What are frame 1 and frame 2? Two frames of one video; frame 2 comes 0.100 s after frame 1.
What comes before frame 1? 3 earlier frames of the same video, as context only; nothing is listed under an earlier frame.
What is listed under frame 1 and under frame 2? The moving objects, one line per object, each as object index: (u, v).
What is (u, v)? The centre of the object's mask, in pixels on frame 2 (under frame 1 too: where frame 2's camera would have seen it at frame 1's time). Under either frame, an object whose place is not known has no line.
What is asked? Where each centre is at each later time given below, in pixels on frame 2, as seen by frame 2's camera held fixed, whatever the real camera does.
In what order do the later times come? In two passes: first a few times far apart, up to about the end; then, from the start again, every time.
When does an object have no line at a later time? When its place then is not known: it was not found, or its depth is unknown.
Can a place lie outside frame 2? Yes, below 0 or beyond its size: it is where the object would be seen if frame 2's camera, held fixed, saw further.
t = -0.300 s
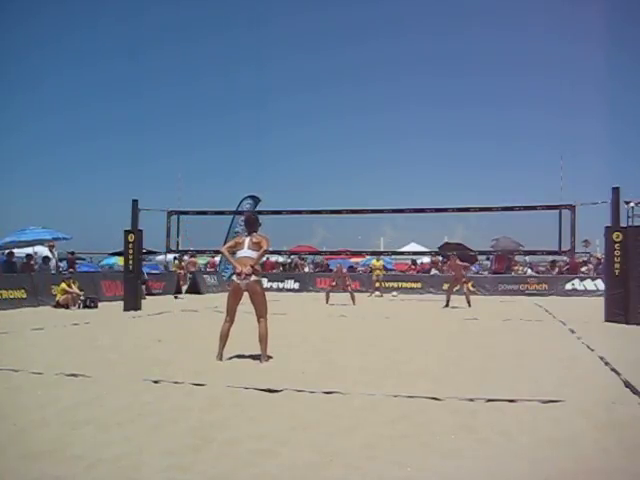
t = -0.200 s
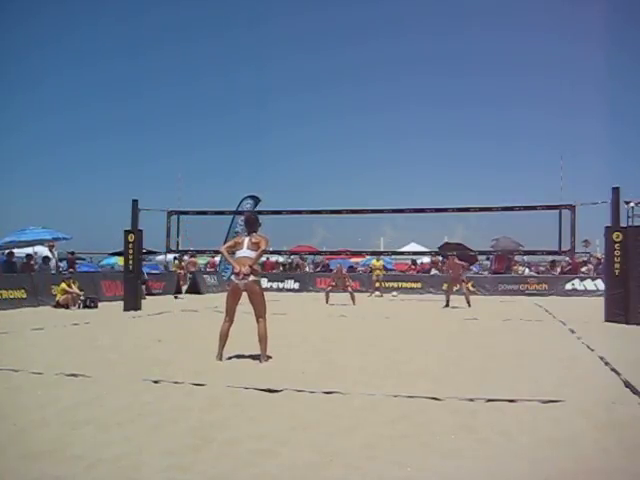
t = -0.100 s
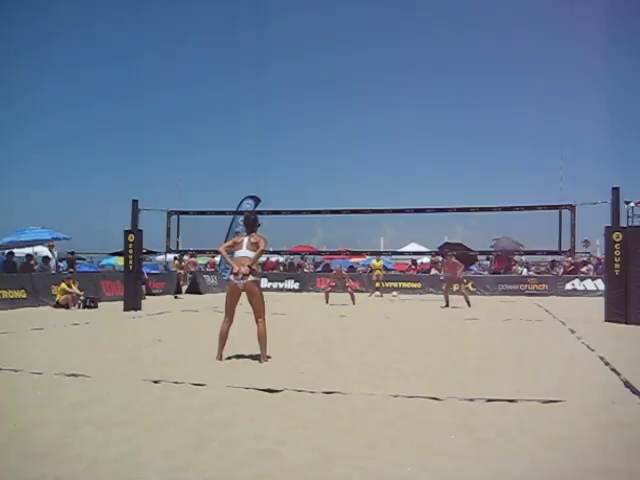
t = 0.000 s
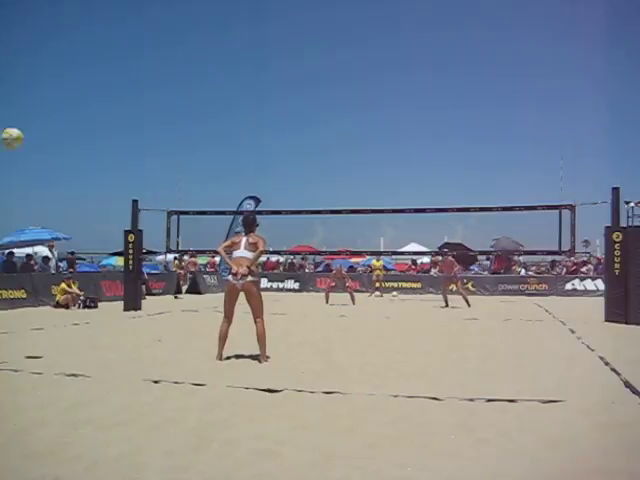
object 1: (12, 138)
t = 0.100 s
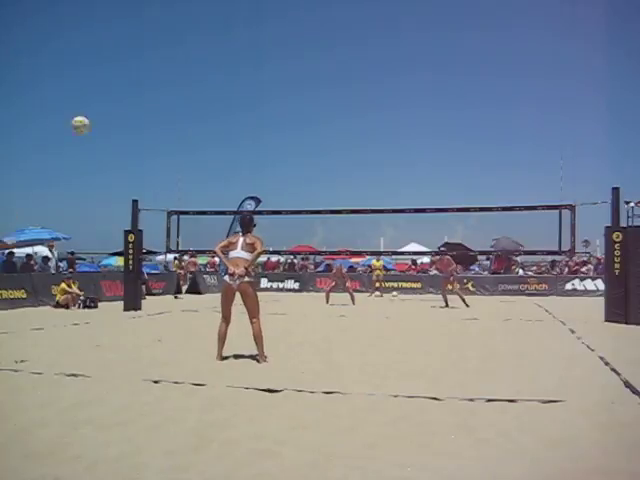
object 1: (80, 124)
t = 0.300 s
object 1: (165, 123)
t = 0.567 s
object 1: (226, 153)
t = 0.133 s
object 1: (98, 122)
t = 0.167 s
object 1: (114, 121)
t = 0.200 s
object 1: (129, 120)
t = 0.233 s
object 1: (141, 120)
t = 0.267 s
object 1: (153, 121)
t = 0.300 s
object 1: (165, 123)
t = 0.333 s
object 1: (175, 125)
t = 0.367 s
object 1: (184, 129)
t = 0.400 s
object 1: (192, 132)
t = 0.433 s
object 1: (200, 136)
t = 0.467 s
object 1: (206, 139)
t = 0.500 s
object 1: (214, 145)
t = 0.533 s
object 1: (220, 149)
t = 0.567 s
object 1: (226, 153)
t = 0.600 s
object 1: (232, 159)
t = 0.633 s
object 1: (237, 164)
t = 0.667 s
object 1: (243, 169)
